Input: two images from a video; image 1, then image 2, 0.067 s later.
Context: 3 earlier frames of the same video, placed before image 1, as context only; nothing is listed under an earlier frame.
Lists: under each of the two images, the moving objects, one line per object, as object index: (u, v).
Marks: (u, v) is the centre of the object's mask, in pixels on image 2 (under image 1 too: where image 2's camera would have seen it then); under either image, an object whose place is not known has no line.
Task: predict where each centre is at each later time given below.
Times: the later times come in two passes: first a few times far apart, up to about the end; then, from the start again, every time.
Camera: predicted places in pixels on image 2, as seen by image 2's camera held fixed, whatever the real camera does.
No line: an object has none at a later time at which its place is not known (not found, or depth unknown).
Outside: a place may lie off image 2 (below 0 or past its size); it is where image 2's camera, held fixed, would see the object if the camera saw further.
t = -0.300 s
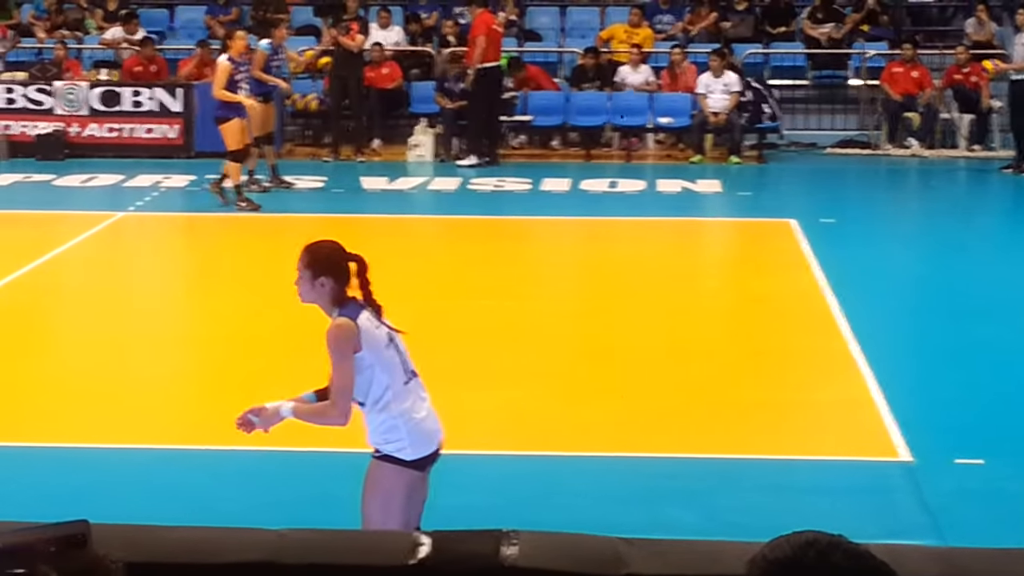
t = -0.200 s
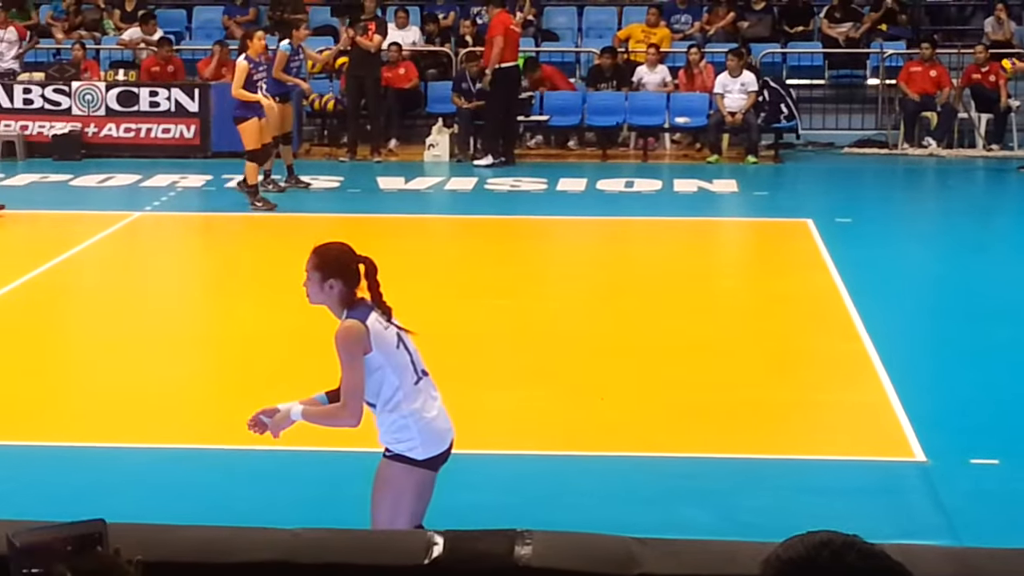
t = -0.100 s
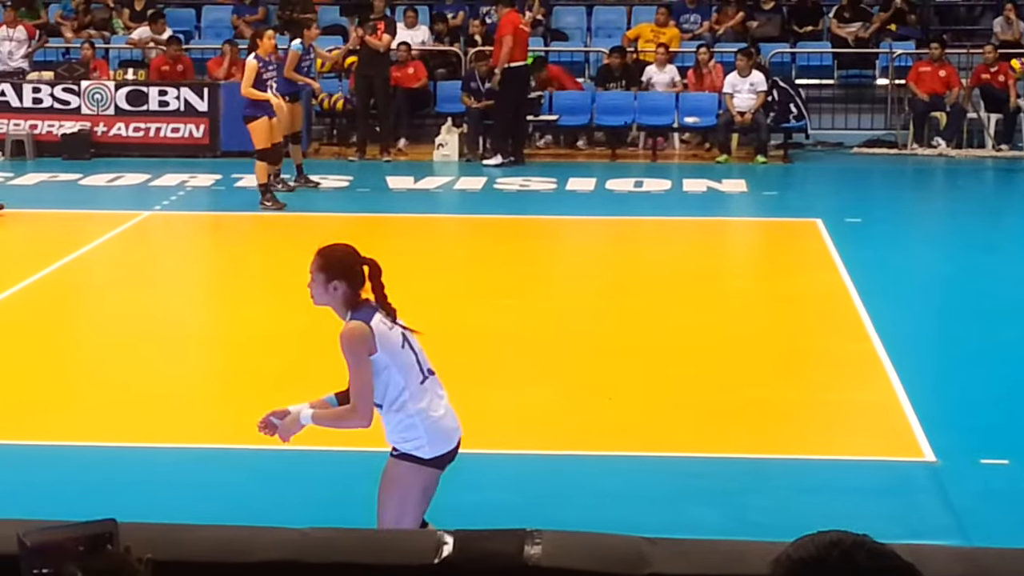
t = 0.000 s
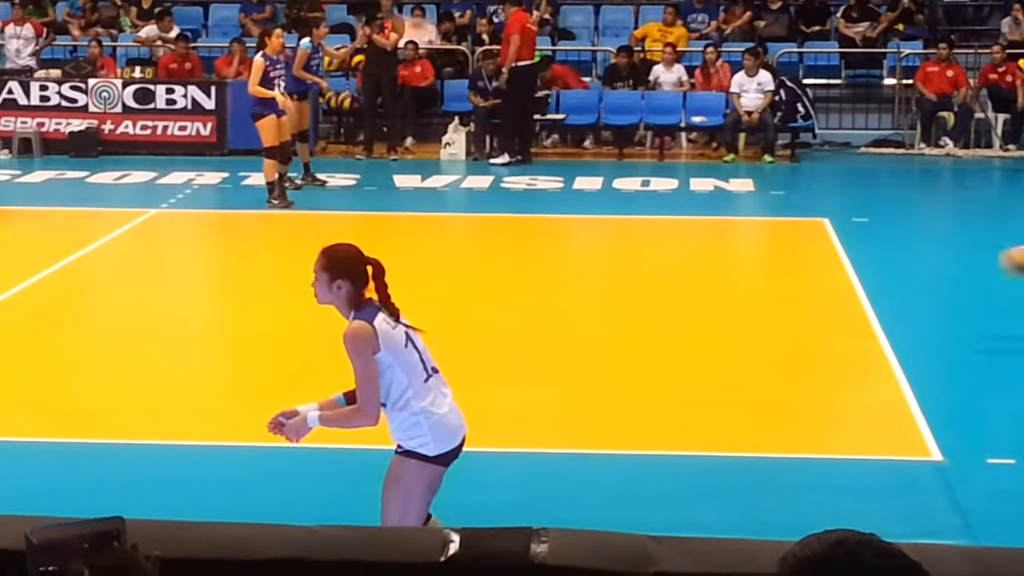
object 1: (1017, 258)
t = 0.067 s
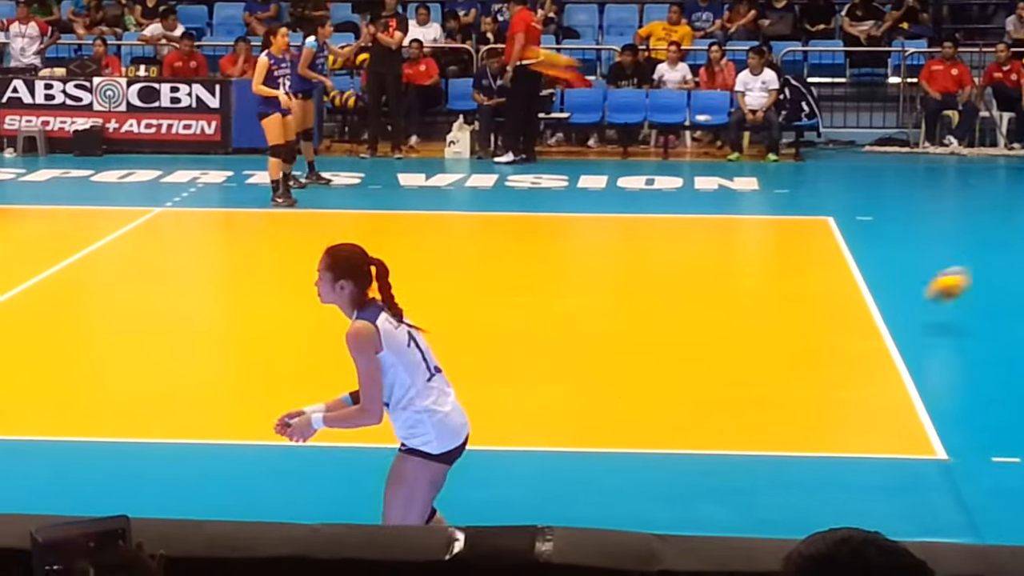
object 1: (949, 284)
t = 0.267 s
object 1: (793, 217)
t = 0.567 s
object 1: (620, 160)
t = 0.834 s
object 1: (491, 209)
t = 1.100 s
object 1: (379, 160)
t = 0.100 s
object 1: (911, 299)
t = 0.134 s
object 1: (883, 293)
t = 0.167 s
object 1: (861, 272)
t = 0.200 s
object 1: (840, 254)
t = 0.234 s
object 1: (816, 234)
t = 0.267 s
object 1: (793, 217)
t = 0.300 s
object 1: (774, 204)
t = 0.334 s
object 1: (754, 195)
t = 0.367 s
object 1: (733, 185)
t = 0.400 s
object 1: (714, 176)
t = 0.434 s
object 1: (694, 169)
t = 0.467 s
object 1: (676, 165)
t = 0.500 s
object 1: (657, 162)
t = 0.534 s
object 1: (638, 159)
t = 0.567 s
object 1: (620, 160)
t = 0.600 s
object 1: (603, 161)
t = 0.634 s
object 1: (586, 164)
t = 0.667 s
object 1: (569, 168)
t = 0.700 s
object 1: (554, 174)
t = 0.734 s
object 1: (537, 181)
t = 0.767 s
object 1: (520, 192)
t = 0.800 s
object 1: (506, 199)
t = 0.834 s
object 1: (491, 209)
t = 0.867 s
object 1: (476, 222)
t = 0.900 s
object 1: (460, 230)
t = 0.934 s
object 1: (447, 212)
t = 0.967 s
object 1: (433, 199)
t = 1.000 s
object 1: (420, 188)
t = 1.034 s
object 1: (406, 177)
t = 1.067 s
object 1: (393, 167)
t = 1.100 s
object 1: (379, 160)
